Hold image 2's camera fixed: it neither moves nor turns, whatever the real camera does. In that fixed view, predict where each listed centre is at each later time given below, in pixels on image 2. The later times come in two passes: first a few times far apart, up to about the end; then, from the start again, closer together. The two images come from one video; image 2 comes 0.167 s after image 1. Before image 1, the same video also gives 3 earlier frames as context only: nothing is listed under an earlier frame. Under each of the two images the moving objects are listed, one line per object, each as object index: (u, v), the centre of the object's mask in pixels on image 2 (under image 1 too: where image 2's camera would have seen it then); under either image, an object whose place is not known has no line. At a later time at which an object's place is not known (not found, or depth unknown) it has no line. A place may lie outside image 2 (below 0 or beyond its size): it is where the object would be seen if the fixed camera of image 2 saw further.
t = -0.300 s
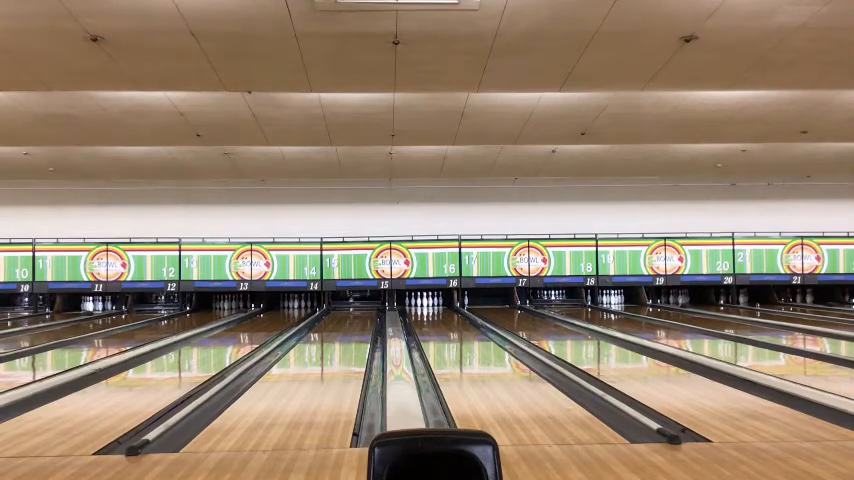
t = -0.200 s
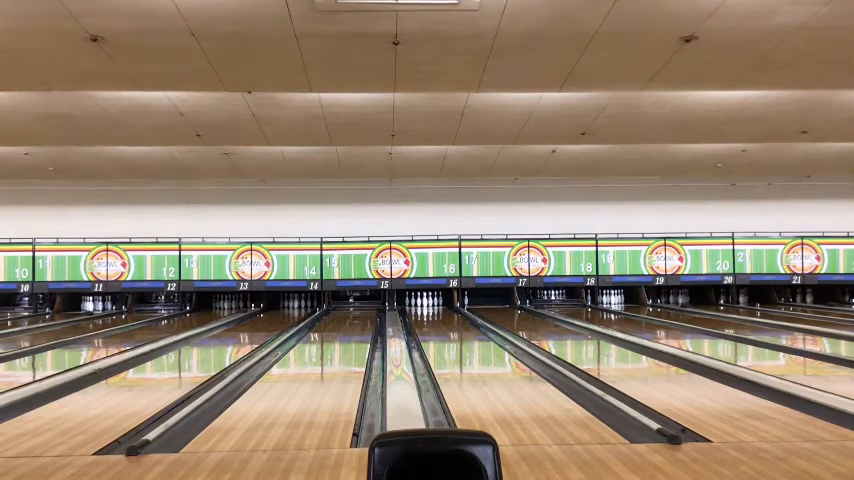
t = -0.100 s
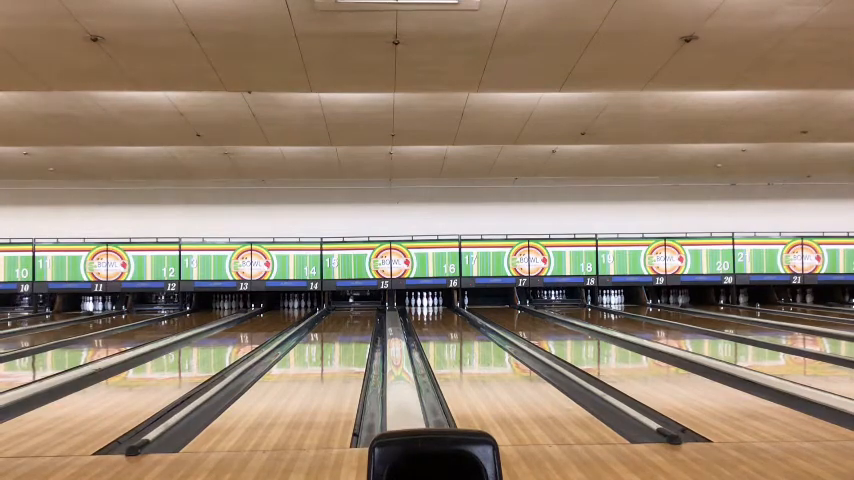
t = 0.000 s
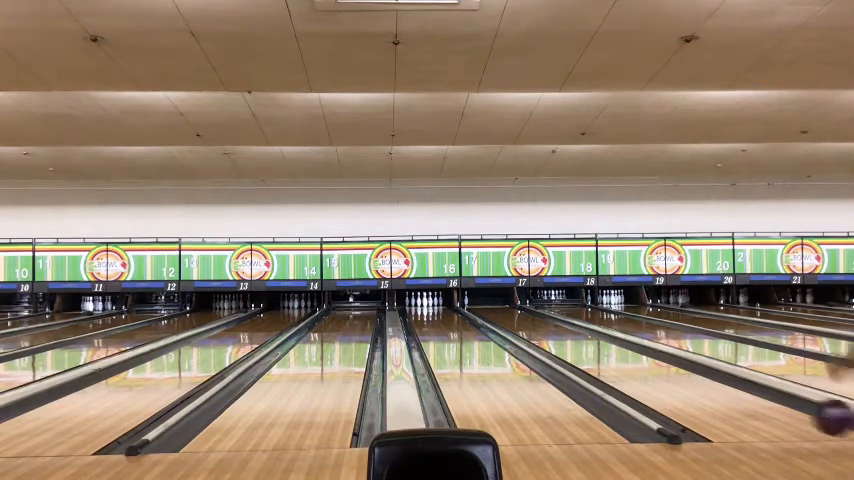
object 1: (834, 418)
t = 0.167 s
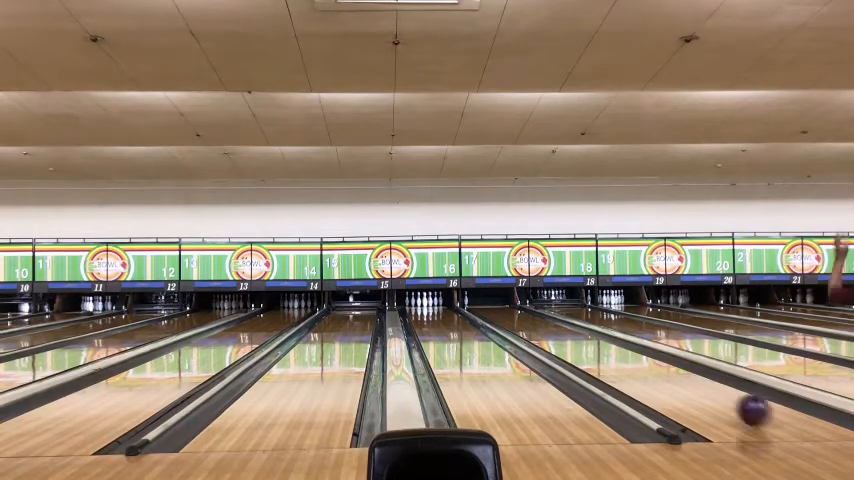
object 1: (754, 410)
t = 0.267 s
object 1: (717, 397)
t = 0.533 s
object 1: (645, 370)
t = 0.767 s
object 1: (603, 354)
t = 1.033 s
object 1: (569, 342)
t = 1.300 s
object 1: (544, 332)
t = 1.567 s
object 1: (523, 325)
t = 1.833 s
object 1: (508, 319)
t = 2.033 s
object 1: (498, 315)
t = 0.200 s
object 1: (739, 405)
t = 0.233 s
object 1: (728, 401)
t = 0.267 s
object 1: (717, 397)
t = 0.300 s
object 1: (706, 393)
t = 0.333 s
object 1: (696, 389)
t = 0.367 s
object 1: (685, 385)
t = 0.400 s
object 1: (677, 382)
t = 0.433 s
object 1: (668, 379)
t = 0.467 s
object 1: (661, 376)
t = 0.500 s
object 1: (653, 373)
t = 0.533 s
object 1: (645, 370)
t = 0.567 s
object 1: (638, 367)
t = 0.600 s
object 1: (632, 364)
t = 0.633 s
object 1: (626, 363)
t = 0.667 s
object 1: (620, 361)
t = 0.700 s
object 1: (614, 358)
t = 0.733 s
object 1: (609, 356)
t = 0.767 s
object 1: (603, 354)
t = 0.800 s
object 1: (598, 352)
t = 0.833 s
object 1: (594, 350)
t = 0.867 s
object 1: (589, 349)
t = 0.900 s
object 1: (585, 347)
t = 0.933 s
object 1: (580, 346)
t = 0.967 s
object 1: (576, 344)
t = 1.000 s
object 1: (572, 343)
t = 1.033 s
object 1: (569, 342)
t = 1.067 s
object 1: (565, 340)
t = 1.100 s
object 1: (561, 339)
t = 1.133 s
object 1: (558, 338)
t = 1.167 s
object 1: (555, 336)
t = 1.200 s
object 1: (552, 335)
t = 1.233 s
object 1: (549, 334)
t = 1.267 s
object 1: (546, 333)
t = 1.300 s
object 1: (544, 332)
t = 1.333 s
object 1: (541, 331)
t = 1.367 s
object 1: (538, 330)
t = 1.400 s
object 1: (535, 329)
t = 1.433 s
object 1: (533, 329)
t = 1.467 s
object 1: (531, 328)
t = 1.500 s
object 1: (528, 327)
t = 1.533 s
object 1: (526, 326)
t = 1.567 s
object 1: (523, 325)
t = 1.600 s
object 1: (521, 324)
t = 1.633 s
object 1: (519, 324)
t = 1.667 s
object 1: (517, 322)
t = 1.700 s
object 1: (515, 322)
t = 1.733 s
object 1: (513, 321)
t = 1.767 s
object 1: (512, 320)
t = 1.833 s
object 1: (508, 319)
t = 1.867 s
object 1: (507, 319)
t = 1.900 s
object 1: (505, 317)
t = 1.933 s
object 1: (503, 317)
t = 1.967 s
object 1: (501, 316)
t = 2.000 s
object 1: (500, 315)
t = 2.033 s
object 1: (498, 315)
